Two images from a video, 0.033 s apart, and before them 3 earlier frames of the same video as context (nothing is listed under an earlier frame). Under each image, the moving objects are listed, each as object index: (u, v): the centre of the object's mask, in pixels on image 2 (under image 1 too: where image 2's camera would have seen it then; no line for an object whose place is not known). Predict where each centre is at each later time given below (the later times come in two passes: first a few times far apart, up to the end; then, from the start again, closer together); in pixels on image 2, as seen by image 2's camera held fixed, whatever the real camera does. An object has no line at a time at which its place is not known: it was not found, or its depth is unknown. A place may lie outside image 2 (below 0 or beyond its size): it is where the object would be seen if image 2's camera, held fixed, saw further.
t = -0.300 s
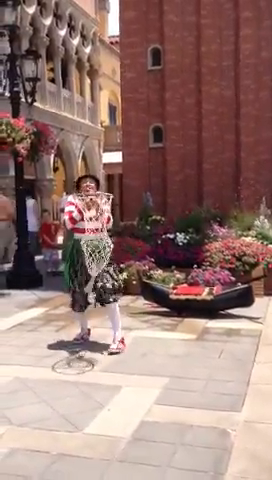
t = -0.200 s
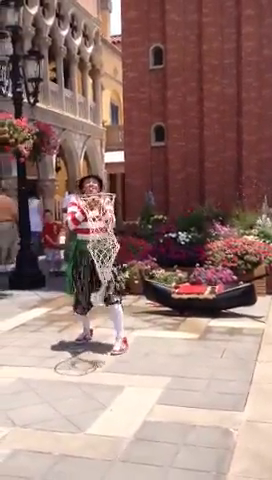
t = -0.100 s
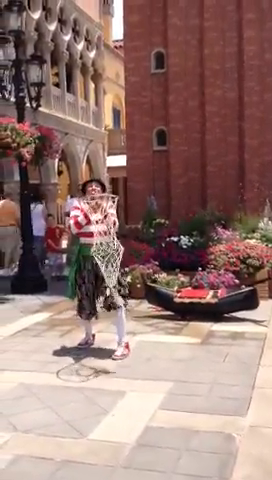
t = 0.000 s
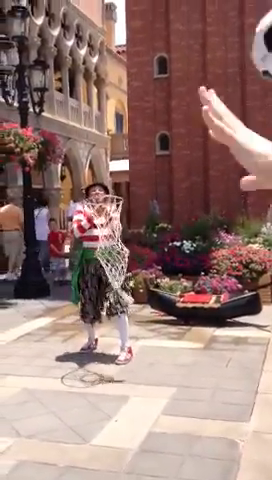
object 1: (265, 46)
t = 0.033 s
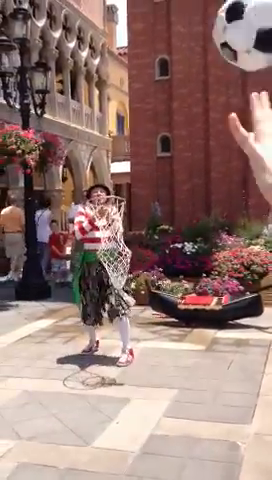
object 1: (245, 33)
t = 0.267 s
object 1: (132, 52)
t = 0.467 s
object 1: (103, 121)
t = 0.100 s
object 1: (198, 21)
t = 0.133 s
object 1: (178, 22)
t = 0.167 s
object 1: (163, 27)
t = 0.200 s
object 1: (151, 34)
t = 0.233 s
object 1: (140, 42)
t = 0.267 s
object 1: (132, 52)
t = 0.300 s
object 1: (125, 62)
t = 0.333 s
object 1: (119, 73)
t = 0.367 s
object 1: (115, 84)
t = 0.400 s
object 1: (109, 96)
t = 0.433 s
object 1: (106, 108)
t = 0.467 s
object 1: (103, 121)
